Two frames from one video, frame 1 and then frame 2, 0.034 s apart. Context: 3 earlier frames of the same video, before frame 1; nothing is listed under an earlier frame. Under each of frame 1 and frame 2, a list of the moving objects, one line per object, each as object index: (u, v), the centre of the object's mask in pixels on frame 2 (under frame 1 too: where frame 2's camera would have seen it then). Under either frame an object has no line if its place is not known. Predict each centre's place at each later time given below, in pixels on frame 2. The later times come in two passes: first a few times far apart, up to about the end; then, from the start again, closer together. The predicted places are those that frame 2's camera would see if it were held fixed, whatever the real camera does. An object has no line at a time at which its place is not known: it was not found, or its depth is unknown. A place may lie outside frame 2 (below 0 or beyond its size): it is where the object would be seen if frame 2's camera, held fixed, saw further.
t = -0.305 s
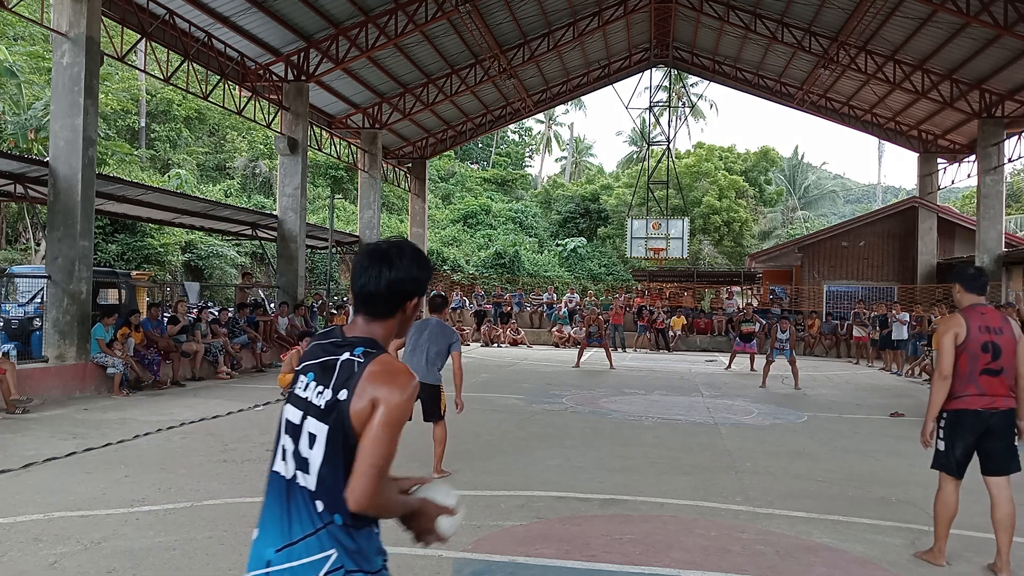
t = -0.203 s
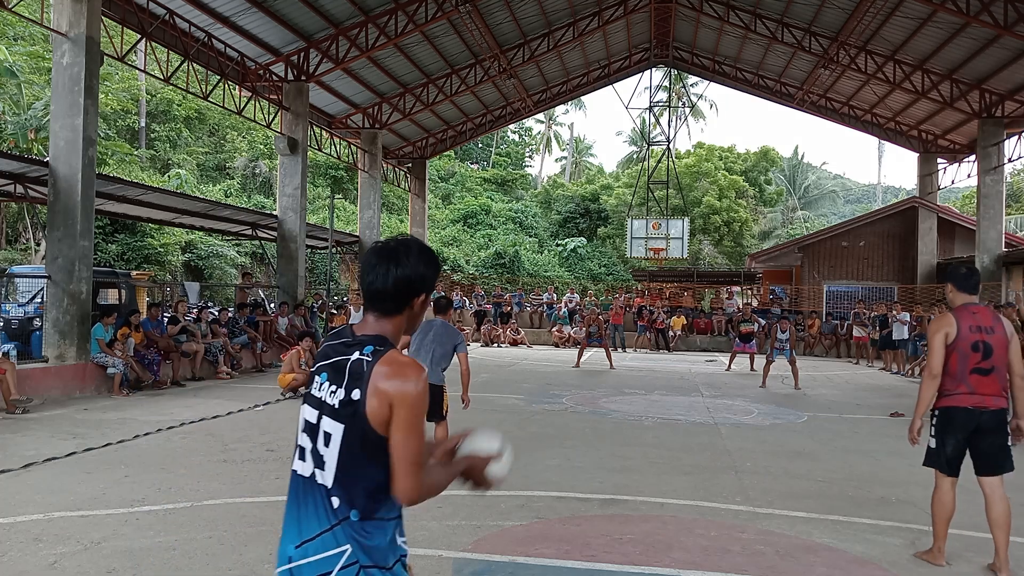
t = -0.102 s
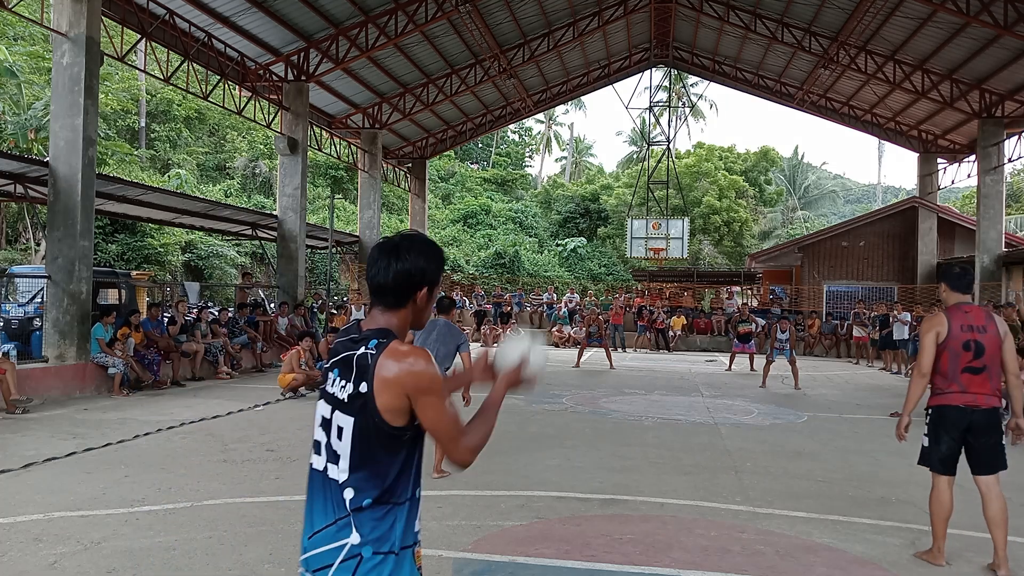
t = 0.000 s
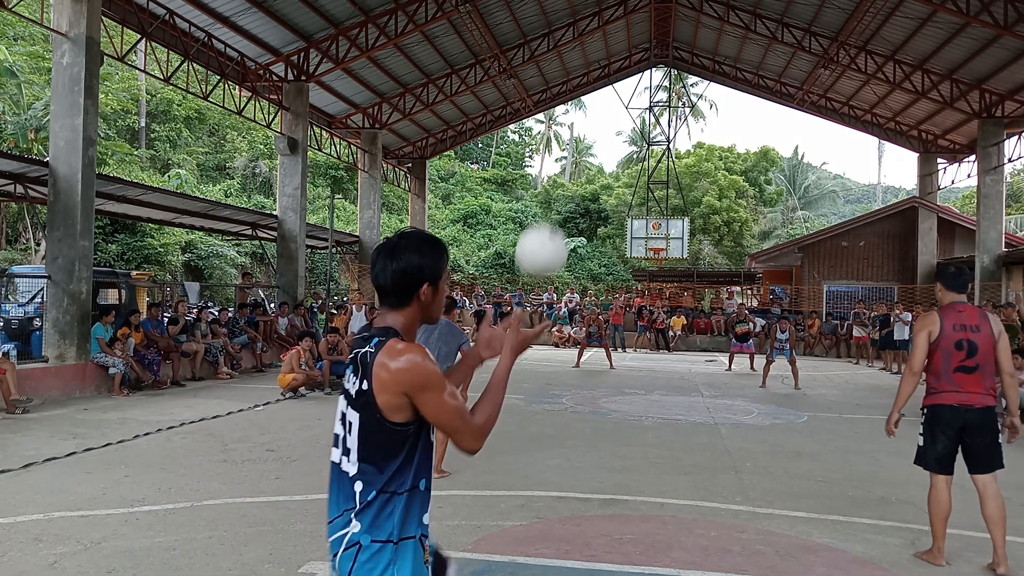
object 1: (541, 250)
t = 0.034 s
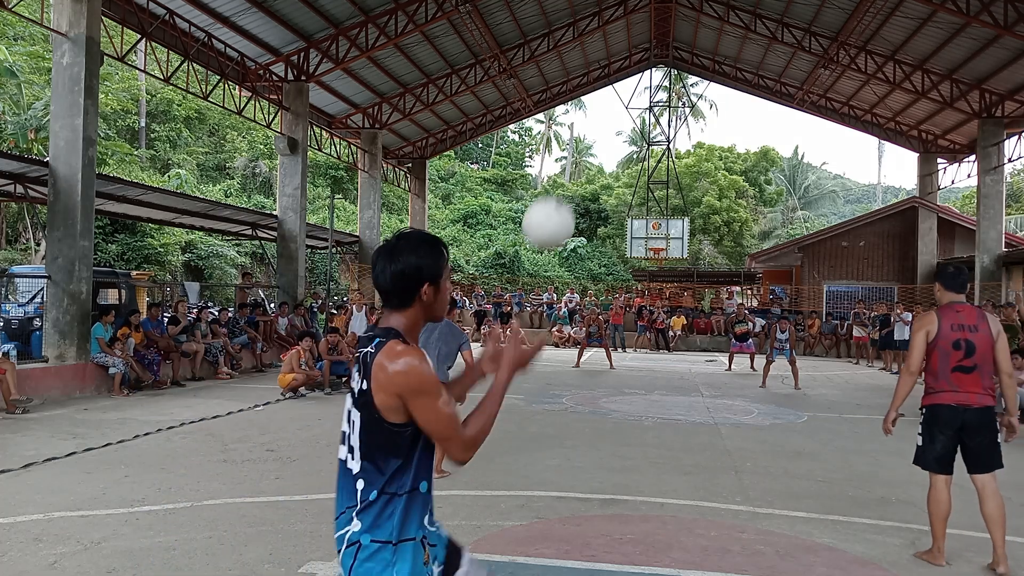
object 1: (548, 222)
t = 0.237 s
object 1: (585, 136)
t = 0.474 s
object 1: (621, 197)
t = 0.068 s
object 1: (555, 200)
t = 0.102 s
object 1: (561, 181)
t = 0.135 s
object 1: (567, 164)
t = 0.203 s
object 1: (579, 141)
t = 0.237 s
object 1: (585, 136)
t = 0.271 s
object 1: (590, 134)
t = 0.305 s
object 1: (595, 136)
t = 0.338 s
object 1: (601, 141)
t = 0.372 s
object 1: (607, 151)
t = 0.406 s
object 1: (612, 163)
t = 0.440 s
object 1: (617, 179)
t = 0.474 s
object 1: (621, 197)
